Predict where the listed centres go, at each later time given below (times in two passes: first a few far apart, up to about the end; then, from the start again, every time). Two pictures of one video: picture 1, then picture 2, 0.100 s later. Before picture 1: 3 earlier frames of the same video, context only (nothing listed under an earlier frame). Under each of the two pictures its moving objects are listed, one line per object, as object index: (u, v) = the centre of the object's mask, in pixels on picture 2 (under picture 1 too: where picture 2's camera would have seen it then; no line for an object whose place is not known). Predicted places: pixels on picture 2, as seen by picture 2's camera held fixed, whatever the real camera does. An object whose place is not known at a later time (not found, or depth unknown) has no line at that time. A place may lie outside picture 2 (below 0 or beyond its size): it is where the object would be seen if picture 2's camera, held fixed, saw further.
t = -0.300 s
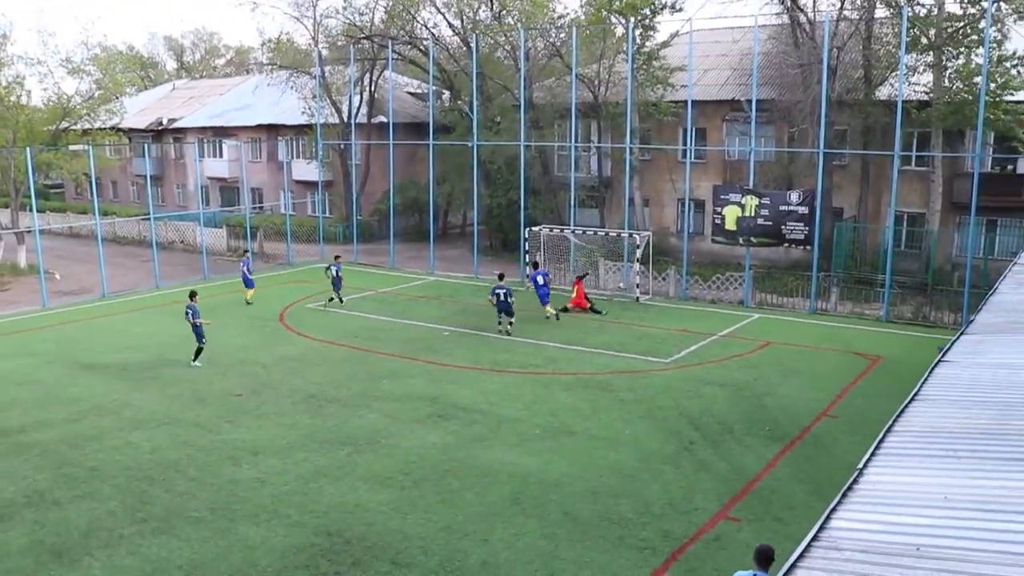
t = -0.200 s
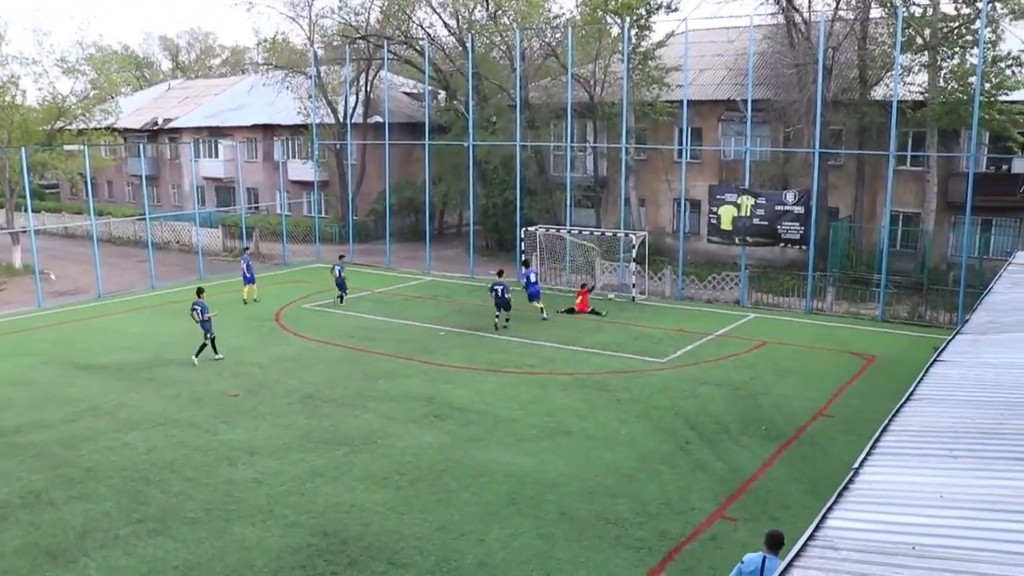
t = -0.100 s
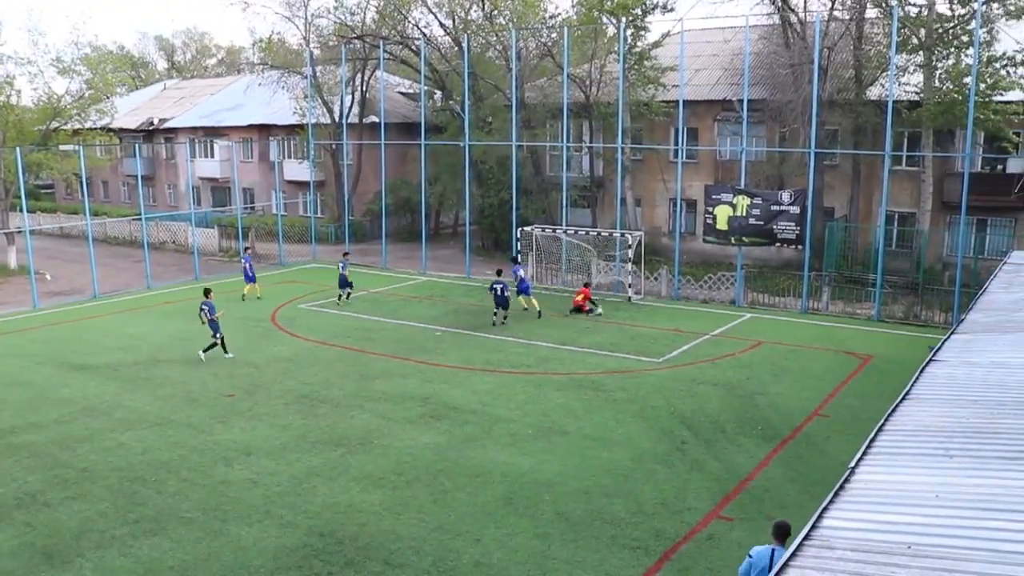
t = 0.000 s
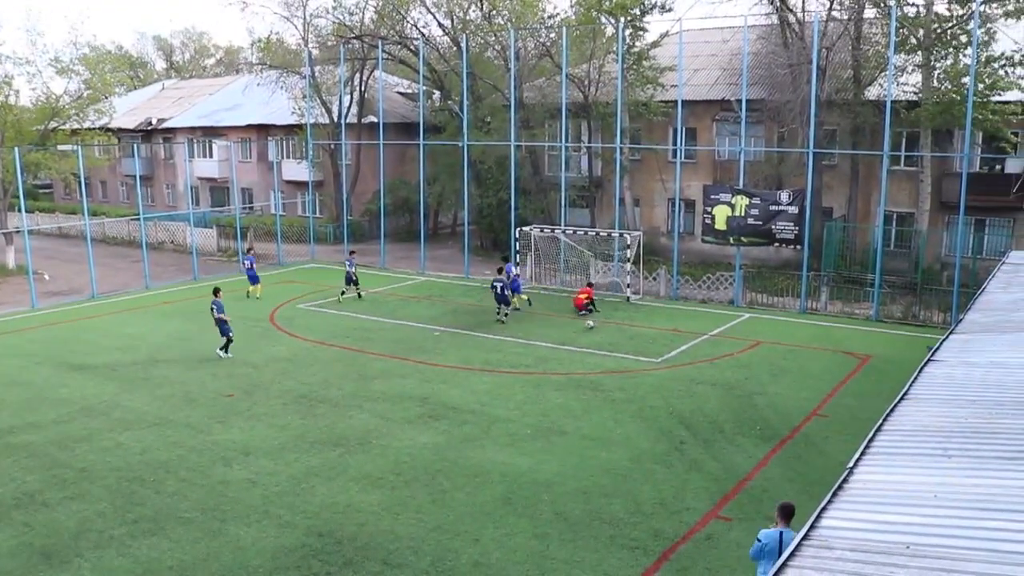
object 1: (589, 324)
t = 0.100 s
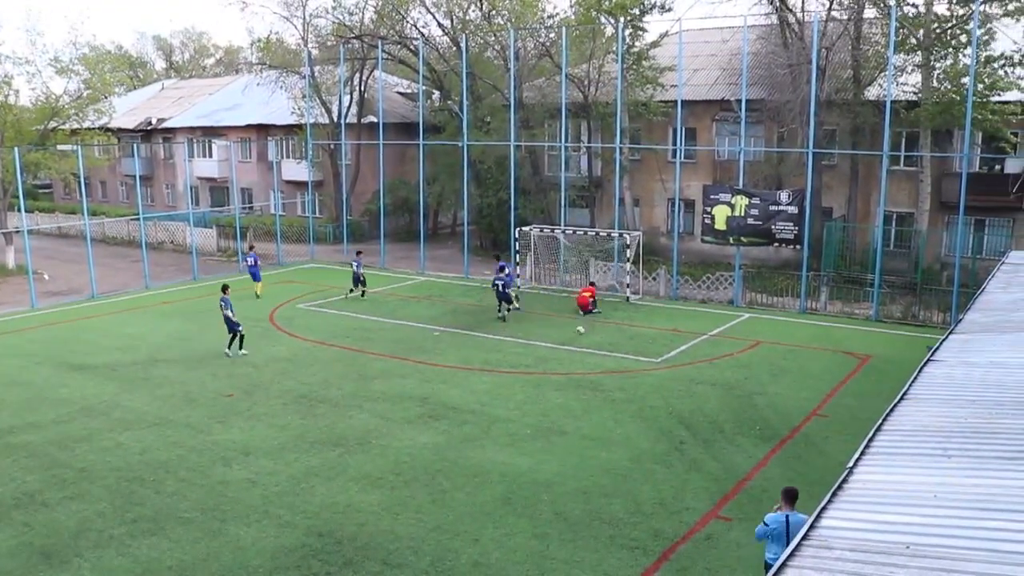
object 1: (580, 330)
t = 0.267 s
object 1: (564, 352)
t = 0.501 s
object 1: (538, 379)
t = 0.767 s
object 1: (503, 417)
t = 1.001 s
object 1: (468, 453)
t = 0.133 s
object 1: (577, 333)
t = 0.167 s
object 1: (574, 337)
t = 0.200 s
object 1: (570, 341)
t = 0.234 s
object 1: (567, 346)
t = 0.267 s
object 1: (564, 352)
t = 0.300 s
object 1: (560, 358)
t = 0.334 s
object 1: (556, 365)
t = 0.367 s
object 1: (553, 368)
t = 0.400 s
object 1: (549, 370)
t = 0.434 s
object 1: (546, 372)
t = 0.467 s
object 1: (542, 375)
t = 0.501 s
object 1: (538, 379)
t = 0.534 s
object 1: (534, 384)
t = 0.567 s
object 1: (529, 389)
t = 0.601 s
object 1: (525, 395)
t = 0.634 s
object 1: (520, 402)
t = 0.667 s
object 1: (516, 409)
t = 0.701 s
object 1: (512, 412)
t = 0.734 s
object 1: (507, 414)
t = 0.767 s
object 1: (503, 417)
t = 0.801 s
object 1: (498, 421)
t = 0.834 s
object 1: (494, 426)
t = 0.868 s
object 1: (489, 432)
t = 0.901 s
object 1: (484, 439)
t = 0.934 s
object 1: (479, 447)
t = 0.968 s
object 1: (473, 451)
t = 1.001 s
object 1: (468, 453)
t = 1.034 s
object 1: (462, 457)
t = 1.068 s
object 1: (457, 462)
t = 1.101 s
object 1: (451, 468)
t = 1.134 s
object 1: (444, 475)
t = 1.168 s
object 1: (438, 483)
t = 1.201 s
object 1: (430, 492)
